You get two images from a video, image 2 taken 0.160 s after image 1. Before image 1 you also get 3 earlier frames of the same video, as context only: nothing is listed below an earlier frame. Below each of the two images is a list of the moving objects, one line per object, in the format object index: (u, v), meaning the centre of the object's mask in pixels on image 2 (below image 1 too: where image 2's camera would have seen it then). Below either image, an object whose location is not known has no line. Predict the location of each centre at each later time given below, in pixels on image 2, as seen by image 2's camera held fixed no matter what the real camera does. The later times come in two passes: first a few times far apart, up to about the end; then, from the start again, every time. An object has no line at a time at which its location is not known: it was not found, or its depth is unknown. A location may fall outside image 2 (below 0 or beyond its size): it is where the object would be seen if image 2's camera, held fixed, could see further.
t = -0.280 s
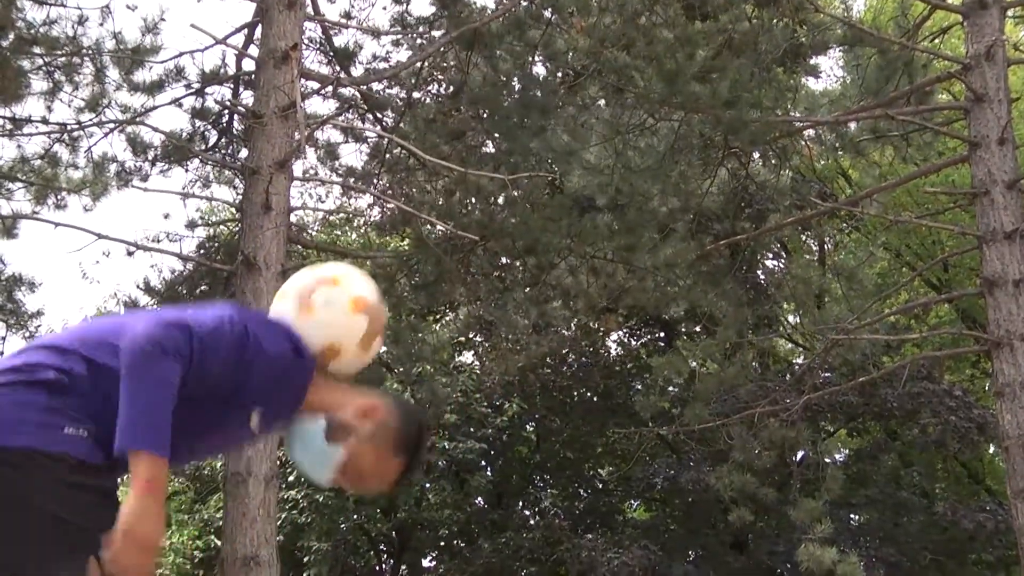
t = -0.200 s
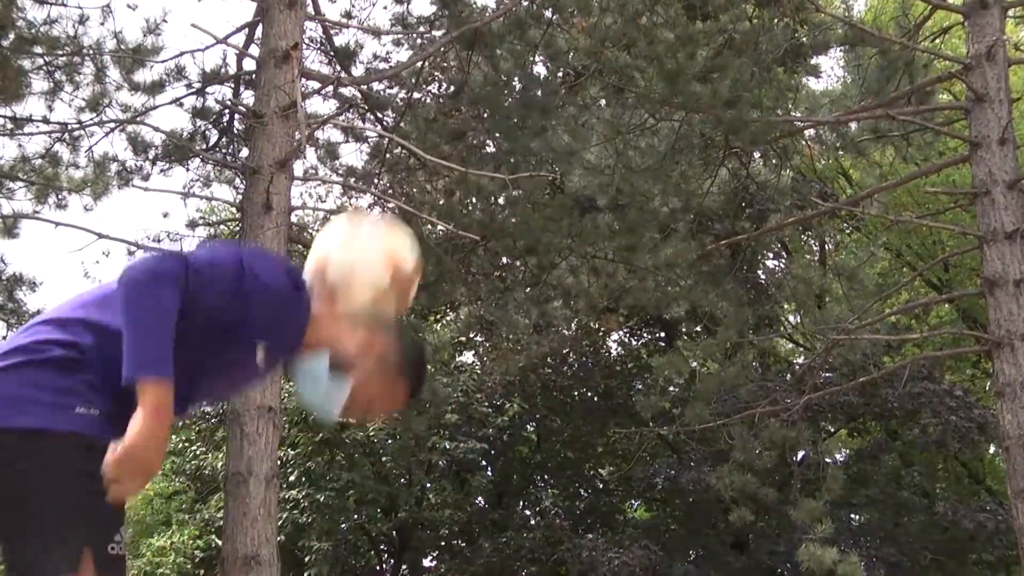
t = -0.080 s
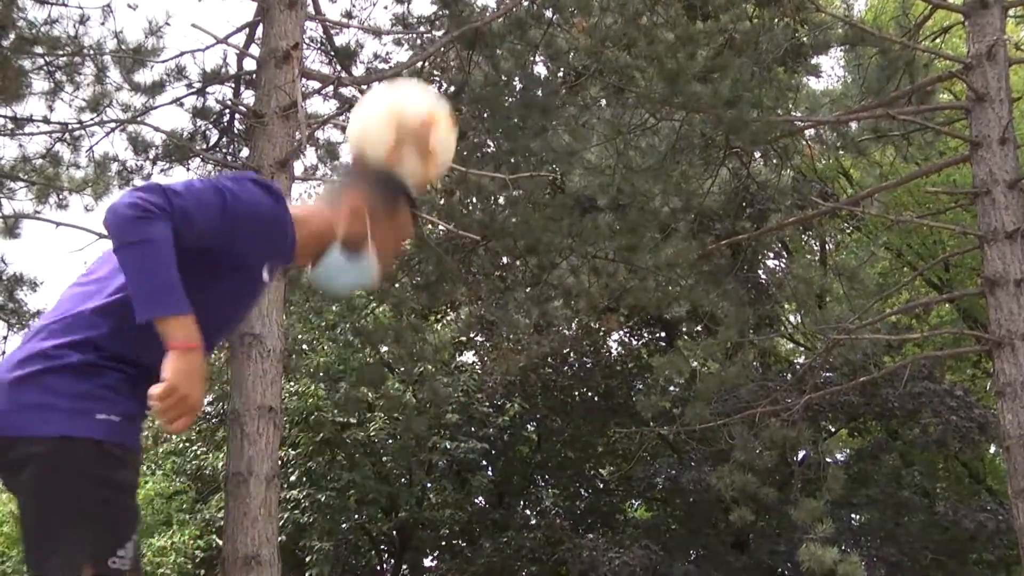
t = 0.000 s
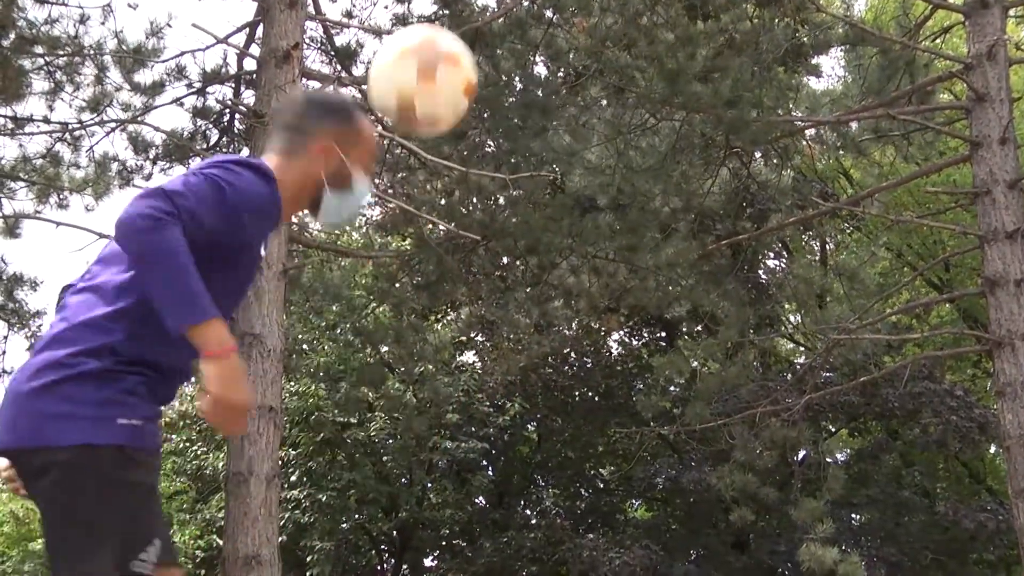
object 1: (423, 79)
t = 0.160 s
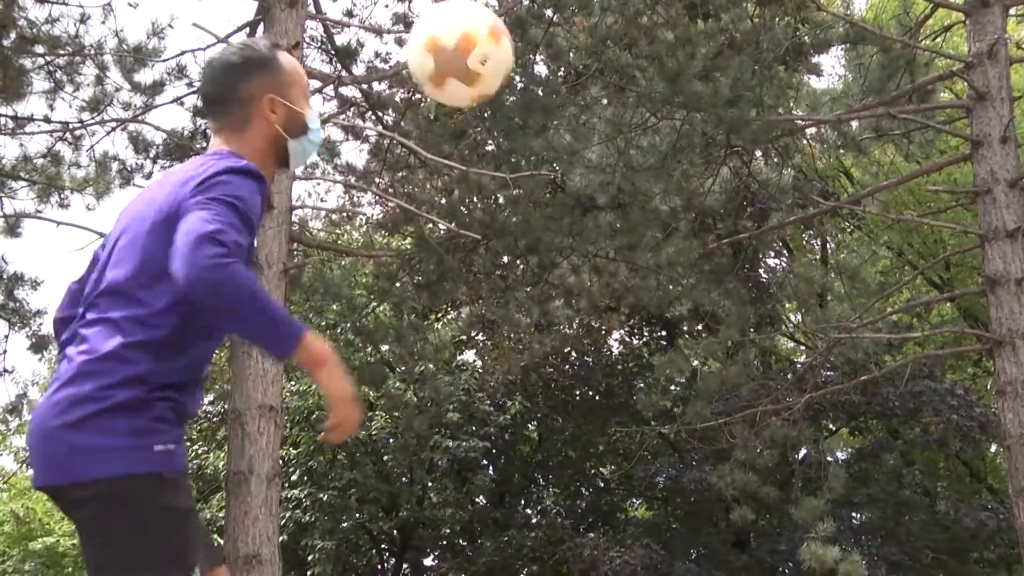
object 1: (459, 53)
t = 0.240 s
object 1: (476, 81)
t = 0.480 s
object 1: (522, 341)
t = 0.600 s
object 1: (540, 552)
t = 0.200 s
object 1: (468, 63)
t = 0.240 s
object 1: (476, 81)
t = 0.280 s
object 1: (484, 105)
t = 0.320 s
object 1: (492, 136)
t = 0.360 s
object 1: (500, 177)
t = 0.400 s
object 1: (507, 224)
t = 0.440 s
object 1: (514, 278)
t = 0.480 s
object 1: (522, 341)
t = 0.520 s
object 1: (528, 415)
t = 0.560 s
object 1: (535, 498)
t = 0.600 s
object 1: (540, 552)
